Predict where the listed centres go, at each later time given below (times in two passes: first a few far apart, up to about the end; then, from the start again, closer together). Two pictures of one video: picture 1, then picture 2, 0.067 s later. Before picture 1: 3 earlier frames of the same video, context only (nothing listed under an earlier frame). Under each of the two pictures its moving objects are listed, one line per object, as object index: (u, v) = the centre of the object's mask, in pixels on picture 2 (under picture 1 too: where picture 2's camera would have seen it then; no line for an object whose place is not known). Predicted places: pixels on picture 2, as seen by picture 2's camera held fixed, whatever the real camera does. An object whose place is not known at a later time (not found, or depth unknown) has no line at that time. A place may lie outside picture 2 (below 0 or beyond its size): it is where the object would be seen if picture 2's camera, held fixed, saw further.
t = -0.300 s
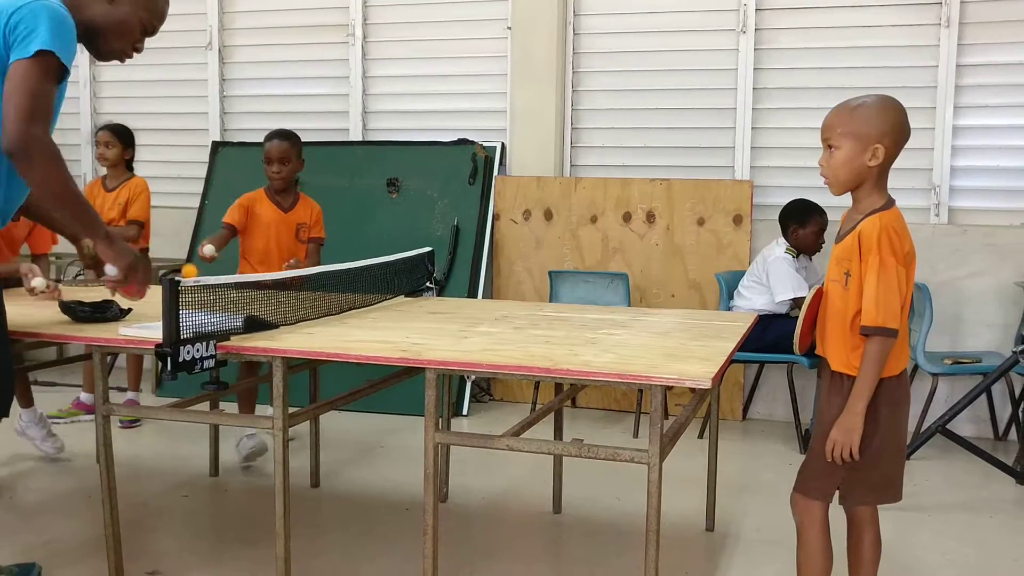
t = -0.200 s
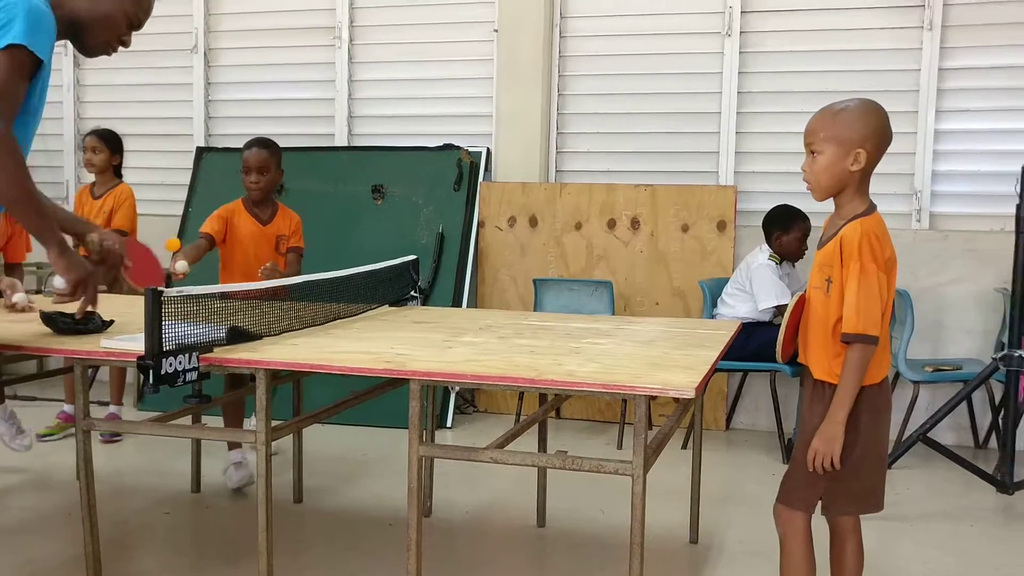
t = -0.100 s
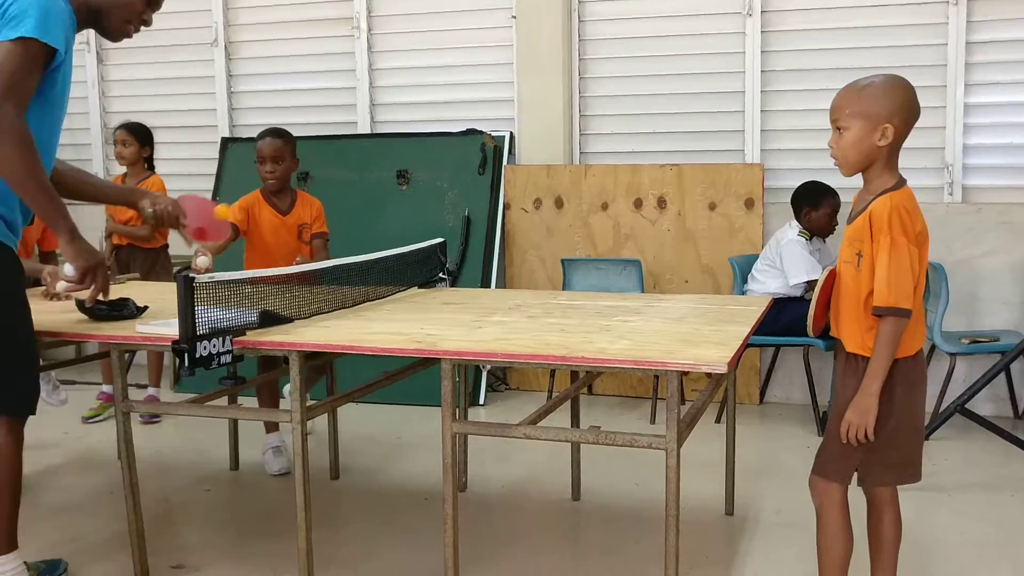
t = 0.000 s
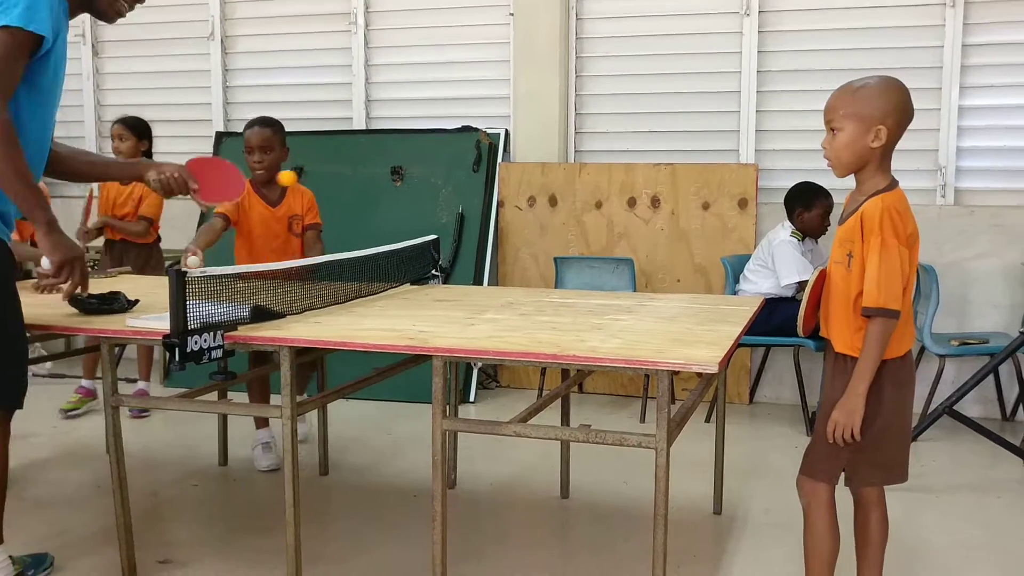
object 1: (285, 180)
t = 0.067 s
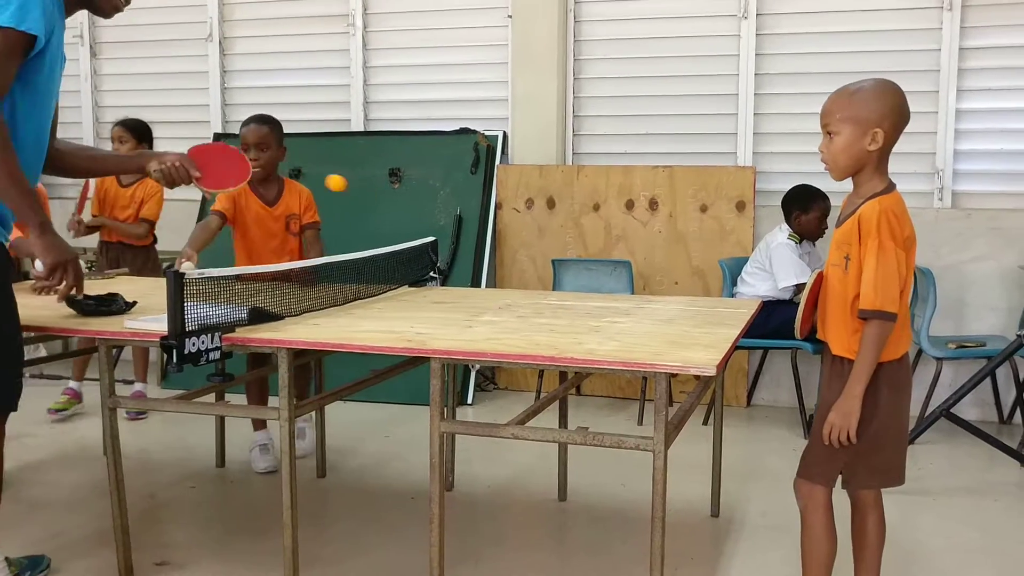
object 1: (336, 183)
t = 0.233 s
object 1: (470, 276)
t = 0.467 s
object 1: (609, 222)
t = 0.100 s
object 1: (362, 191)
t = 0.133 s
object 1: (389, 205)
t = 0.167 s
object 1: (415, 223)
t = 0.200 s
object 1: (444, 248)
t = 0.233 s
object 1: (470, 276)
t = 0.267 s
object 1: (499, 311)
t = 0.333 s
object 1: (536, 279)
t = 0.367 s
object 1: (554, 258)
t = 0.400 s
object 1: (572, 241)
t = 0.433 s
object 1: (591, 230)
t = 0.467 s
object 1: (609, 222)
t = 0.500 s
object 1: (628, 220)
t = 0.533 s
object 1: (647, 222)
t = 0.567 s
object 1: (666, 230)
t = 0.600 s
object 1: (686, 243)
